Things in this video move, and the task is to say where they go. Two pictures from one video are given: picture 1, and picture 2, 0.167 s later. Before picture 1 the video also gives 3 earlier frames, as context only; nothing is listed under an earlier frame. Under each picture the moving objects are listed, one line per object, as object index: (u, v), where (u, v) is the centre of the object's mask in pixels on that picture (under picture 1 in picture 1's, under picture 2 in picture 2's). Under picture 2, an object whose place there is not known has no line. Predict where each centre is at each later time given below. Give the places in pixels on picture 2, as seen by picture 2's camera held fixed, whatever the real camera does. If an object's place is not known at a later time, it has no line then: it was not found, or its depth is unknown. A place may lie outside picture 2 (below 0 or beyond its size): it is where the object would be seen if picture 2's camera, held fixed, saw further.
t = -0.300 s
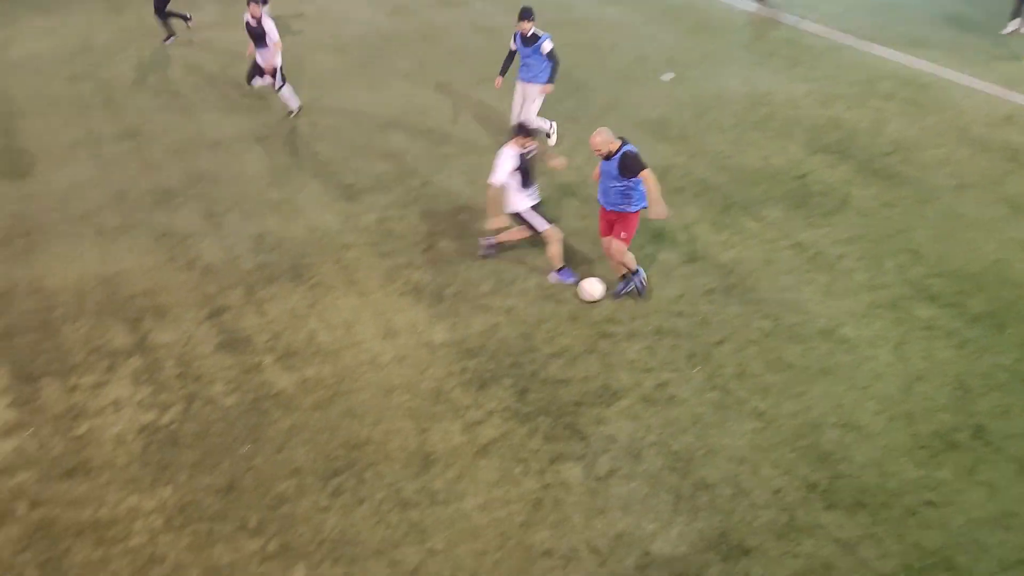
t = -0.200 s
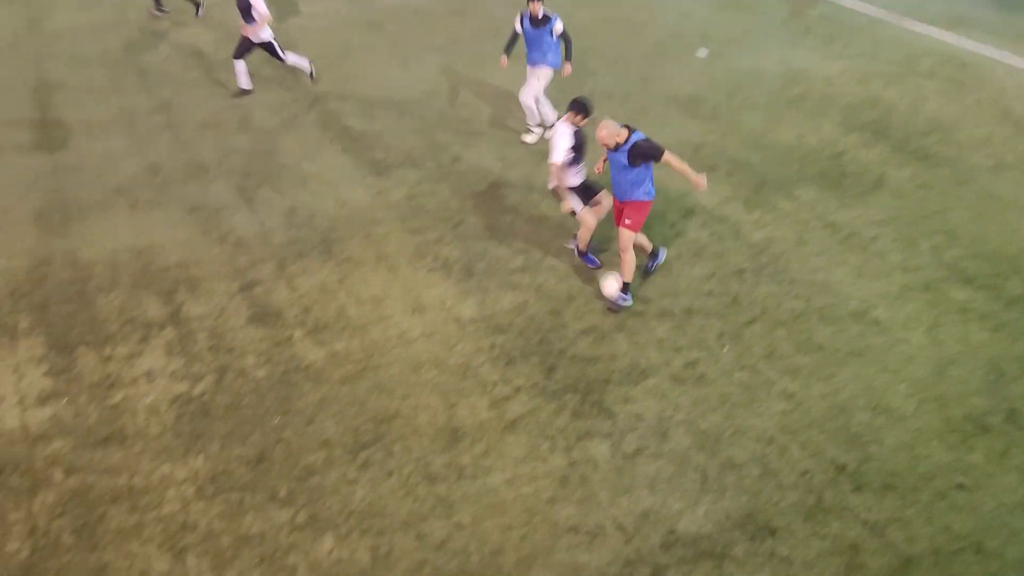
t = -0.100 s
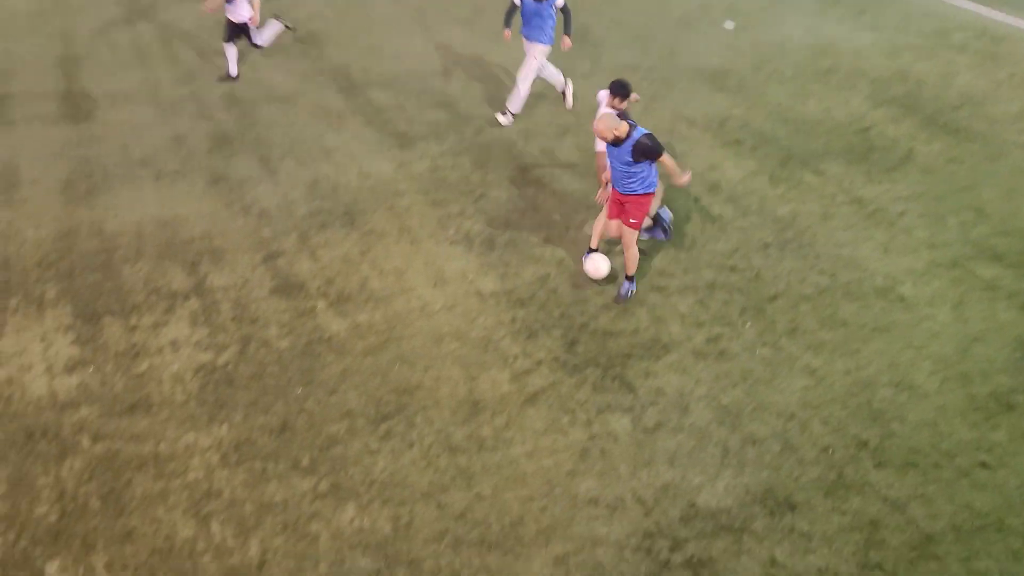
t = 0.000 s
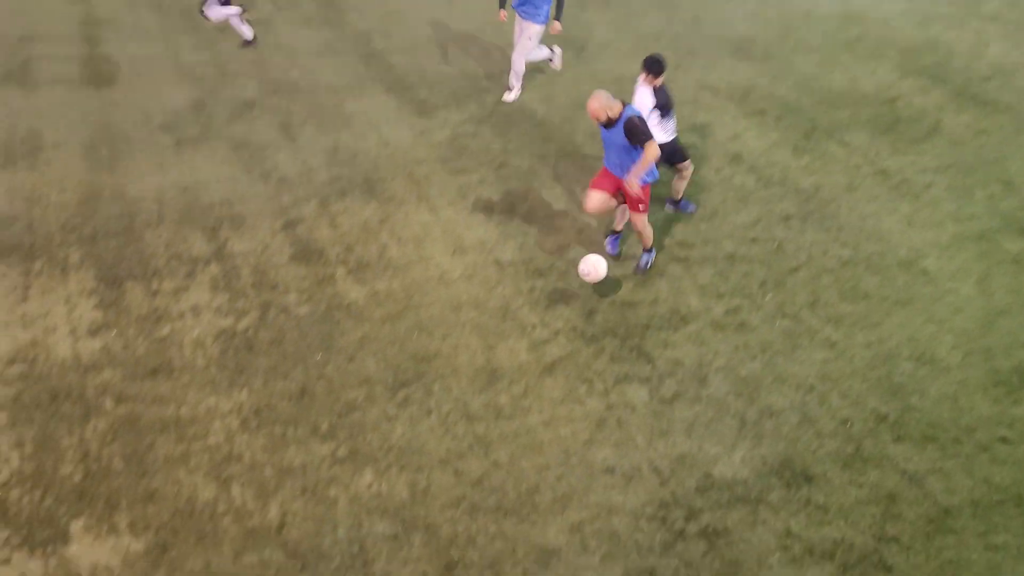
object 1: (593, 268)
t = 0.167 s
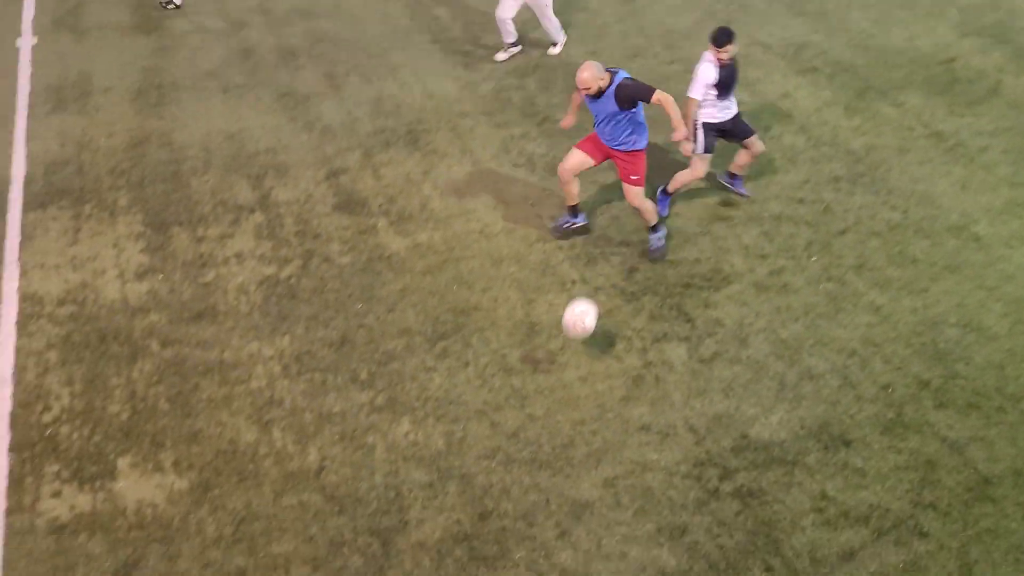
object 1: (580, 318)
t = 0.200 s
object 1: (568, 343)
